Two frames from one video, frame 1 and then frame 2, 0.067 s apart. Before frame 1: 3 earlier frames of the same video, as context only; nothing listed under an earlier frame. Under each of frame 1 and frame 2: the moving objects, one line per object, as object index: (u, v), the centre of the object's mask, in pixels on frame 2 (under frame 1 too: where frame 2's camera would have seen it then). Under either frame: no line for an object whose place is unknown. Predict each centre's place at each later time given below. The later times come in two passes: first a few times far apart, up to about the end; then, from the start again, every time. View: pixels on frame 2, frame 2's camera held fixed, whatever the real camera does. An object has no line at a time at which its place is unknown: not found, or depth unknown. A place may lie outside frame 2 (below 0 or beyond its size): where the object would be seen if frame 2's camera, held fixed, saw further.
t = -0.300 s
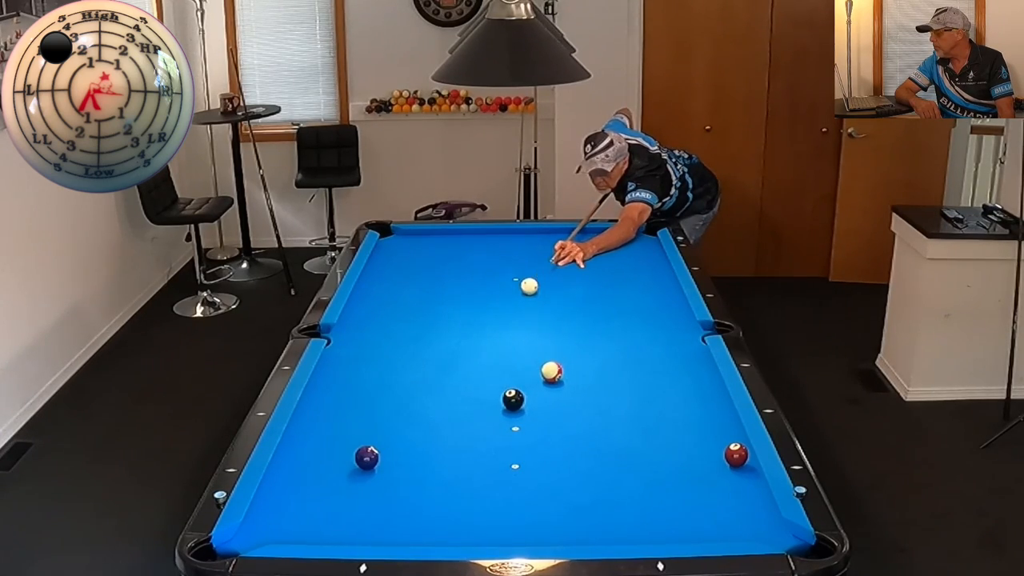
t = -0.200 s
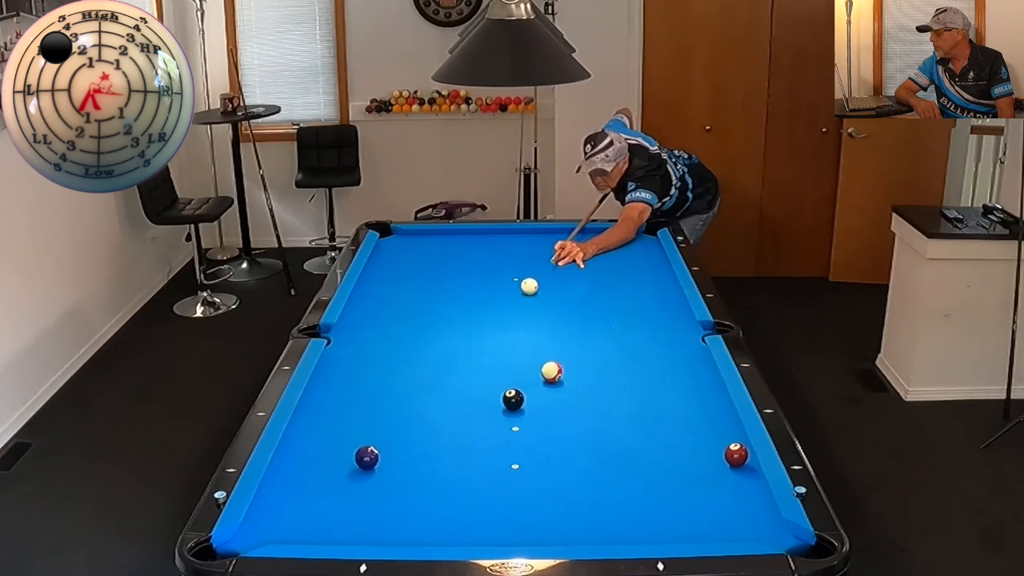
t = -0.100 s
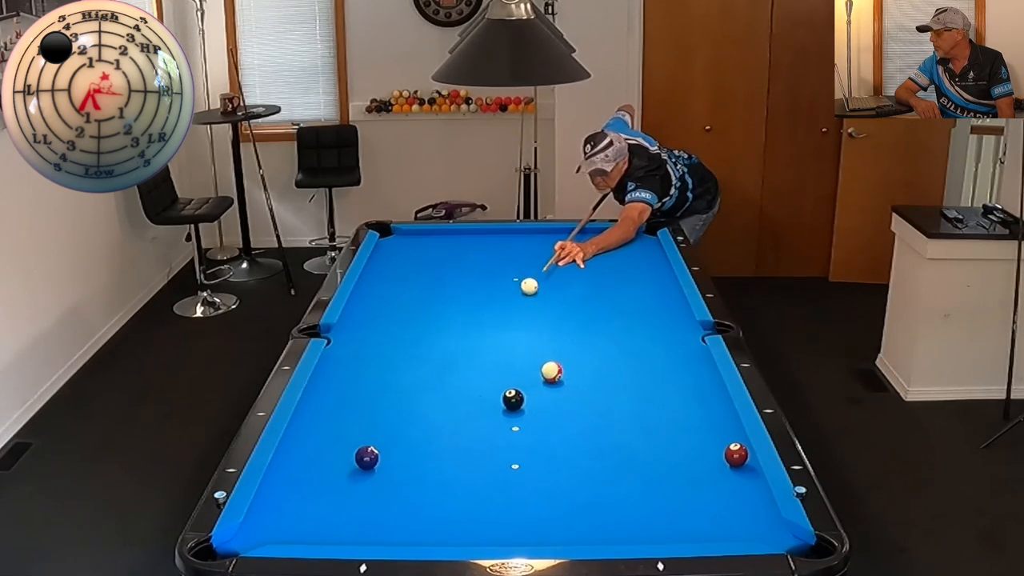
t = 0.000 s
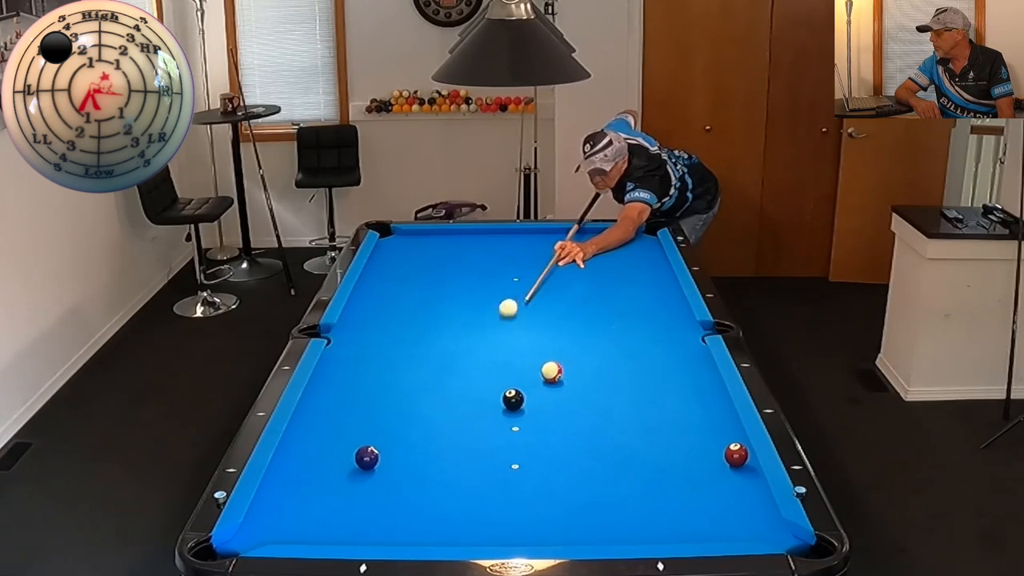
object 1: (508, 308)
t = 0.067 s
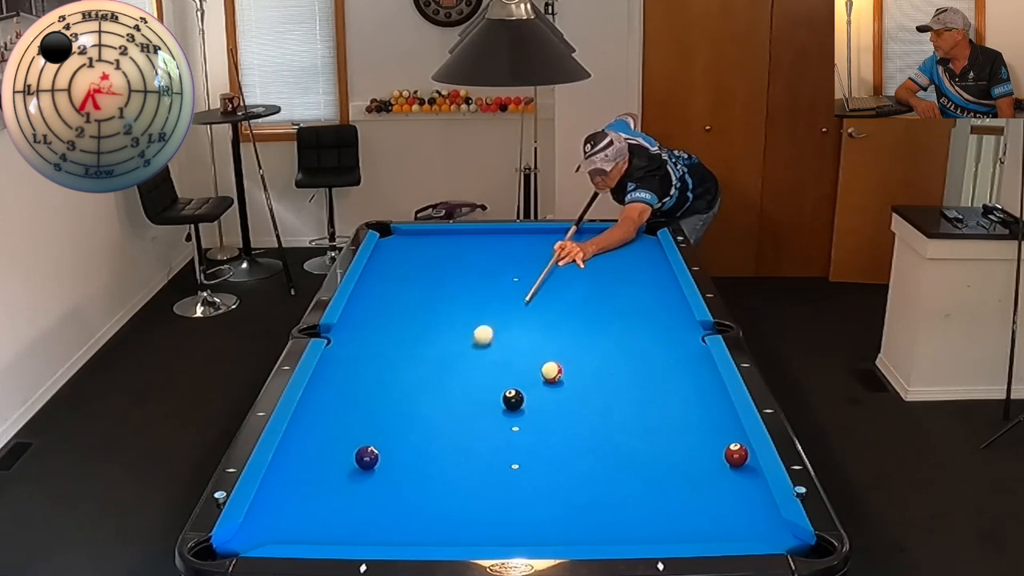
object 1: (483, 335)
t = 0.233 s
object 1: (410, 414)
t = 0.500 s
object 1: (400, 468)
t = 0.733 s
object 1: (398, 516)
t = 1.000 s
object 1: (433, 521)
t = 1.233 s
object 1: (481, 497)
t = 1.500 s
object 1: (529, 473)
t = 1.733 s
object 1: (567, 454)
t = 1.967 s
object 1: (600, 436)
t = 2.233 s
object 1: (634, 419)
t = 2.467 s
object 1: (660, 405)
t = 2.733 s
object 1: (686, 390)
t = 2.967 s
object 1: (707, 379)
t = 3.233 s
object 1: (696, 366)
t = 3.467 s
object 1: (680, 355)
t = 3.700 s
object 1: (666, 346)
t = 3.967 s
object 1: (652, 336)
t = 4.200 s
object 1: (640, 329)
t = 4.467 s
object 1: (629, 321)
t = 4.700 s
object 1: (619, 316)
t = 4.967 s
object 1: (609, 310)
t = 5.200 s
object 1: (602, 306)
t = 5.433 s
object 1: (595, 302)
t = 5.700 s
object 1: (589, 299)
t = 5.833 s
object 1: (586, 297)
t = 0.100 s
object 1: (469, 350)
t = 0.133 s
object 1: (455, 365)
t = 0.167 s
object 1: (441, 381)
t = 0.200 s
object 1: (426, 397)
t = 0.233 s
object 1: (410, 414)
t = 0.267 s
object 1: (394, 432)
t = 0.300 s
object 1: (382, 447)
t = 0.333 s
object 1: (386, 449)
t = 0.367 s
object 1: (391, 452)
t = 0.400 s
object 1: (394, 455)
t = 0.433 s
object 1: (397, 459)
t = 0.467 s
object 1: (399, 463)
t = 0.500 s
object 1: (400, 468)
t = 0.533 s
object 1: (401, 474)
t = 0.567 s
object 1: (401, 480)
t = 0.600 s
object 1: (400, 487)
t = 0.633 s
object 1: (400, 494)
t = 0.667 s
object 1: (399, 501)
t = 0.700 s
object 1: (399, 508)
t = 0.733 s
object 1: (398, 516)
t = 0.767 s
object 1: (397, 523)
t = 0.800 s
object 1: (397, 531)
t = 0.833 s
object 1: (397, 536)
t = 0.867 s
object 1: (401, 536)
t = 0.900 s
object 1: (410, 533)
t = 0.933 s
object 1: (418, 529)
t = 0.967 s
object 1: (425, 525)
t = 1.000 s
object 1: (433, 521)
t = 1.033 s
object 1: (440, 518)
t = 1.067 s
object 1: (447, 514)
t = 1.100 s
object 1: (454, 511)
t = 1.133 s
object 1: (461, 507)
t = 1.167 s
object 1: (467, 504)
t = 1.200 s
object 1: (474, 500)
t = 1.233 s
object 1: (481, 497)
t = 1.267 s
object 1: (487, 494)
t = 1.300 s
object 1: (493, 491)
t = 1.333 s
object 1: (499, 488)
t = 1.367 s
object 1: (506, 485)
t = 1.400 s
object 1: (512, 482)
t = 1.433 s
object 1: (518, 479)
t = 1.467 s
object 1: (523, 476)
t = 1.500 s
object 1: (529, 473)
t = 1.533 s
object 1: (535, 470)
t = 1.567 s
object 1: (540, 467)
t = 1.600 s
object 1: (546, 464)
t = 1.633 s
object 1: (551, 462)
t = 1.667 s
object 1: (556, 459)
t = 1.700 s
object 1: (562, 456)
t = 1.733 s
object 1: (567, 454)
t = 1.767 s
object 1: (572, 451)
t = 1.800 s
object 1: (577, 449)
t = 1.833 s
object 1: (582, 446)
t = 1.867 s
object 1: (587, 444)
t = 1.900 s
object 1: (591, 441)
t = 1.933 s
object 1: (596, 439)
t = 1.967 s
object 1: (600, 436)
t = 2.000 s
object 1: (605, 434)
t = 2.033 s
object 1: (609, 432)
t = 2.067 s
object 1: (613, 430)
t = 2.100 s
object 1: (618, 427)
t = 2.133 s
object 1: (622, 425)
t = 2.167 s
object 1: (626, 423)
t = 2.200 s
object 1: (630, 421)
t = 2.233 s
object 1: (634, 419)
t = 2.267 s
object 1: (638, 417)
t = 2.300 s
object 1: (642, 414)
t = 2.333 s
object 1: (645, 413)
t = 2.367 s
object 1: (649, 411)
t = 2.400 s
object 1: (653, 409)
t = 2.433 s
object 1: (657, 407)
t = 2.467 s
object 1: (660, 405)
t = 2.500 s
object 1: (663, 403)
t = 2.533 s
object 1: (667, 401)
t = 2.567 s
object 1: (670, 399)
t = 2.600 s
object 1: (674, 398)
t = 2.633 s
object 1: (677, 396)
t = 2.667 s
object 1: (680, 394)
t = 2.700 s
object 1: (683, 392)
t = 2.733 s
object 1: (686, 390)
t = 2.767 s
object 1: (690, 389)
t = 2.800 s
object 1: (692, 387)
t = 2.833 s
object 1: (695, 386)
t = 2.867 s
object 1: (698, 384)
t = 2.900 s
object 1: (701, 382)
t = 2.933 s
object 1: (704, 381)
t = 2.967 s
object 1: (707, 379)
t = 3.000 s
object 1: (709, 378)
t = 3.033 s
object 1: (710, 376)
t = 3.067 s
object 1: (708, 374)
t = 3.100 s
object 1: (705, 373)
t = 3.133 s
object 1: (703, 371)
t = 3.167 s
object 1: (700, 369)
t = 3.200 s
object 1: (698, 368)
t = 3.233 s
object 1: (696, 366)
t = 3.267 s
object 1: (693, 364)
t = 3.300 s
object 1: (691, 363)
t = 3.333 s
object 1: (689, 361)
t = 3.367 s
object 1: (687, 360)
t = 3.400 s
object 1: (685, 358)
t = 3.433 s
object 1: (683, 357)
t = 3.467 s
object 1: (680, 355)
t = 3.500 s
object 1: (678, 354)
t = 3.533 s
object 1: (676, 353)
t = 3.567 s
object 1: (674, 351)
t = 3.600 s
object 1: (672, 350)
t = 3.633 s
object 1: (670, 349)
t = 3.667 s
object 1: (668, 347)
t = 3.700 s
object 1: (666, 346)
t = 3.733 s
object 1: (664, 345)
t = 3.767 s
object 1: (662, 343)
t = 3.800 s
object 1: (661, 342)
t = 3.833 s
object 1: (659, 341)
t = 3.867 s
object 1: (657, 340)
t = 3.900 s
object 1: (655, 339)
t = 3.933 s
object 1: (653, 337)
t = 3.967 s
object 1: (652, 336)
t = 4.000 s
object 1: (650, 335)
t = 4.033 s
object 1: (648, 334)
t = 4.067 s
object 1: (647, 333)
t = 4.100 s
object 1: (645, 332)
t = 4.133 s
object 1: (643, 331)
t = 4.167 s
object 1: (642, 330)
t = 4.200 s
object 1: (640, 329)
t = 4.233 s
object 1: (639, 328)
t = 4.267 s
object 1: (637, 327)
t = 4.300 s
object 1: (636, 326)
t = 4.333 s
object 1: (634, 325)
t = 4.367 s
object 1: (633, 324)
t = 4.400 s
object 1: (631, 323)
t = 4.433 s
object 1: (630, 322)
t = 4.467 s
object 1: (629, 321)
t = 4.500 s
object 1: (627, 321)
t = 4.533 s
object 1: (625, 320)
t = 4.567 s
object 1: (624, 319)
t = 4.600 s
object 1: (623, 318)
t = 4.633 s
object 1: (622, 317)
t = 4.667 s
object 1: (620, 317)
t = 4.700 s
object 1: (619, 316)
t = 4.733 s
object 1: (618, 315)
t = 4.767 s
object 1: (616, 314)
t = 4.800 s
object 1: (615, 313)
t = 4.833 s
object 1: (614, 313)
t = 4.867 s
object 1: (613, 312)
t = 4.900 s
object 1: (611, 311)
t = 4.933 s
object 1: (610, 311)
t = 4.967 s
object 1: (609, 310)
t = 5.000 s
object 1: (608, 309)
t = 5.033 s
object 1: (607, 309)
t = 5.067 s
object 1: (606, 308)
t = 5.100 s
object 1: (605, 308)
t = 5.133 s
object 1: (604, 307)
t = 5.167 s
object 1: (603, 307)
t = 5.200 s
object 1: (602, 306)
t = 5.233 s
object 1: (601, 305)
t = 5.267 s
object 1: (600, 305)
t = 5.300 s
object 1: (599, 304)
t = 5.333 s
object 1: (598, 304)
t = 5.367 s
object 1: (597, 303)
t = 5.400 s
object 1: (596, 303)
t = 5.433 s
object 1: (595, 302)
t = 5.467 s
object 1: (594, 302)
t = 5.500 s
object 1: (594, 301)
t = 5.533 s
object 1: (593, 301)
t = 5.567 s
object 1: (592, 300)
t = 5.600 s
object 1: (591, 300)
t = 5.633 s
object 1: (590, 300)
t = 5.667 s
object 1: (590, 299)
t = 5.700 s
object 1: (589, 299)
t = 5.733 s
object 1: (588, 298)
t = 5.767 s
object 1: (587, 298)
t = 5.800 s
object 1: (587, 298)
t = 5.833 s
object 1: (586, 297)
